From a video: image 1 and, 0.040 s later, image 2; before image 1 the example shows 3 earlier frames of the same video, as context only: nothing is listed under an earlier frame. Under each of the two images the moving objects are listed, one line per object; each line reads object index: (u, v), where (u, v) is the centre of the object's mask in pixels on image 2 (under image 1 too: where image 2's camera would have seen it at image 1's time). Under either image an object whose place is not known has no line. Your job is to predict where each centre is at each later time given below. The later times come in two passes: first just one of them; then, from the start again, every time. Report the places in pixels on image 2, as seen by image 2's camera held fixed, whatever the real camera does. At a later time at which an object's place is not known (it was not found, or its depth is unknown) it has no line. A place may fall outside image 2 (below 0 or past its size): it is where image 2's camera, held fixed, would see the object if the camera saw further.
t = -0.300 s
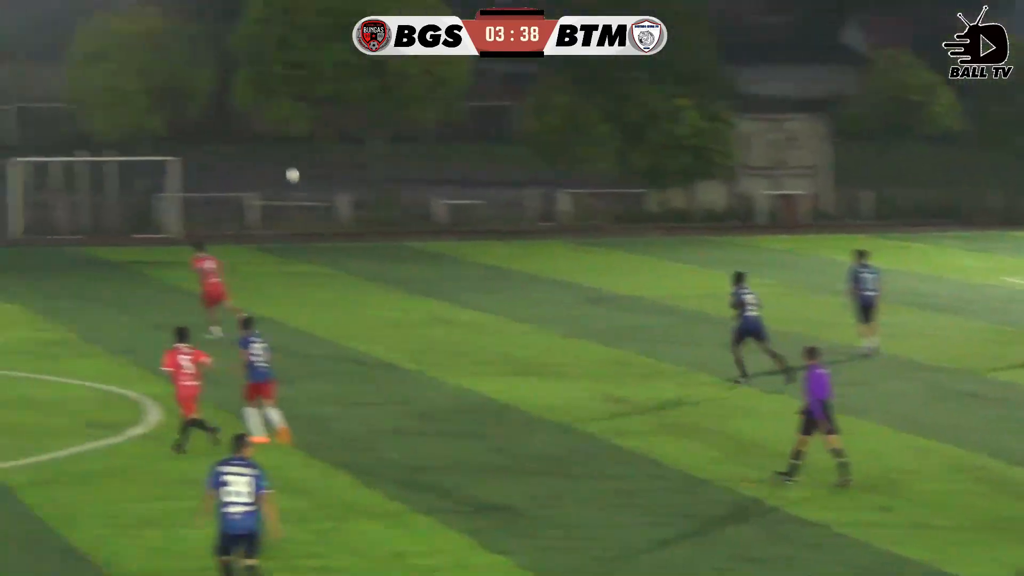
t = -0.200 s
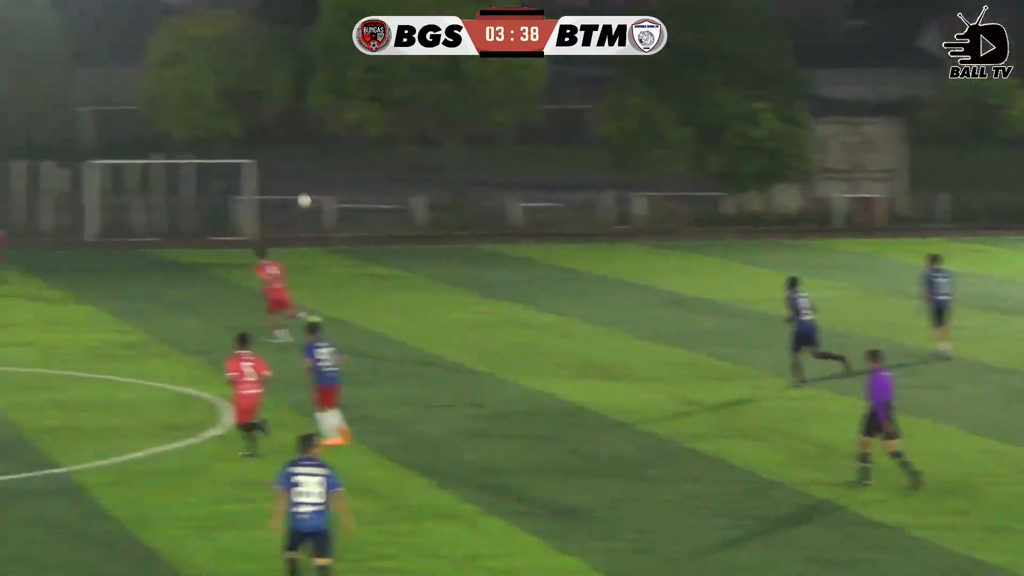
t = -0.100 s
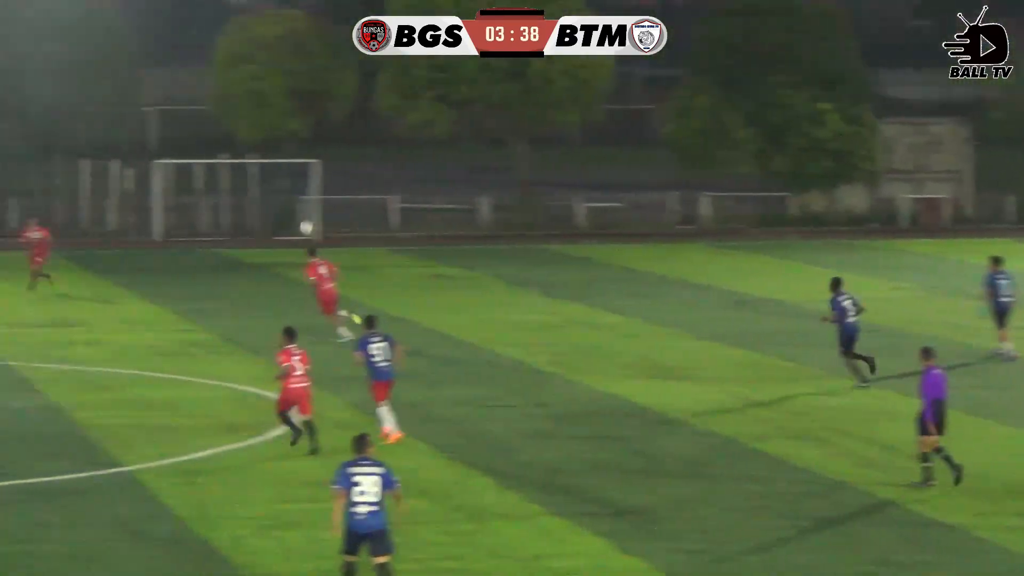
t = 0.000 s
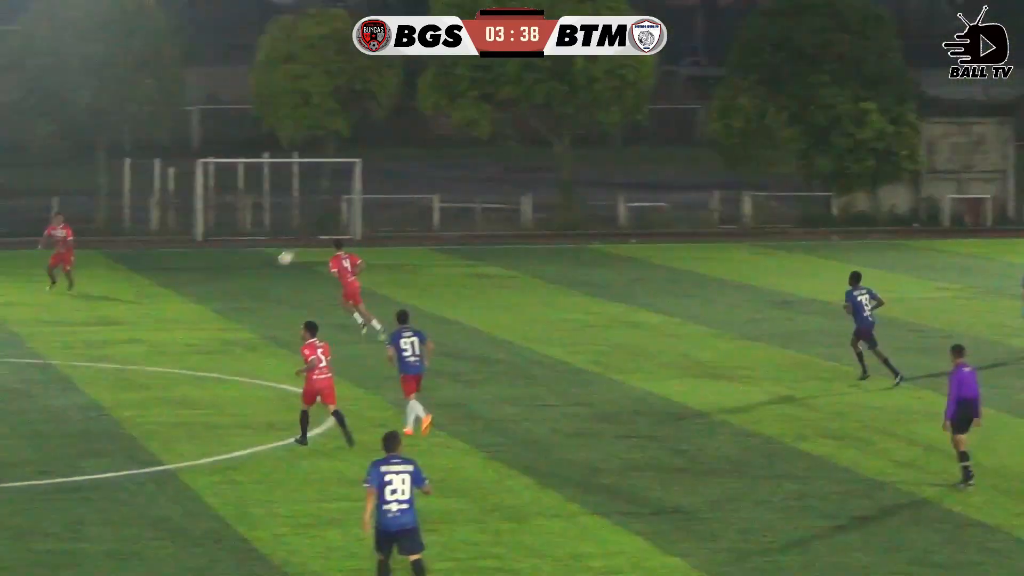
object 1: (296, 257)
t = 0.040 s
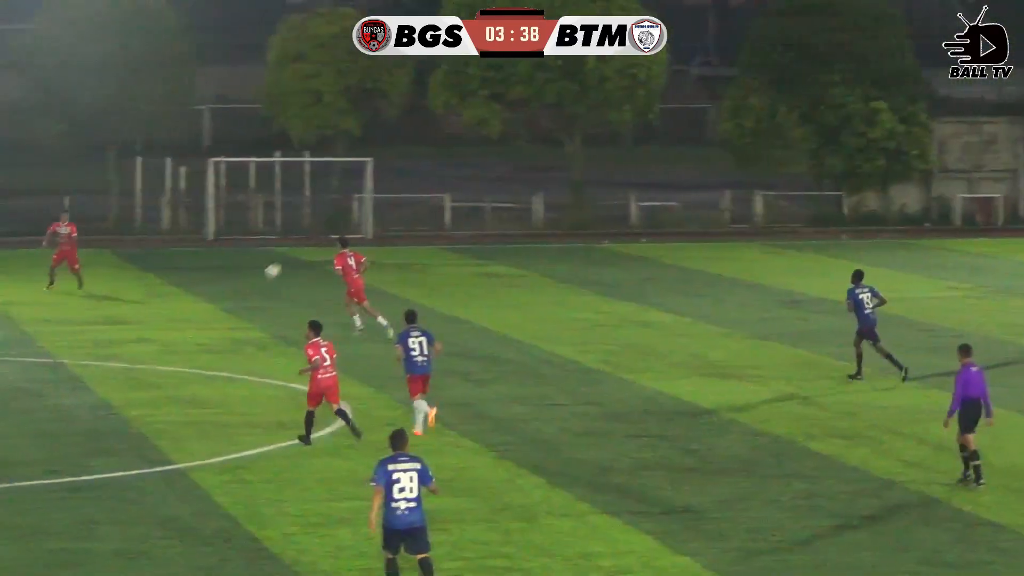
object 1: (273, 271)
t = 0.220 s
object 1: (172, 303)
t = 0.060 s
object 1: (260, 278)
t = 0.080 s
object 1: (249, 285)
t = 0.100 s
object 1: (237, 292)
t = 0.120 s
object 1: (226, 299)
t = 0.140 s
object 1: (213, 306)
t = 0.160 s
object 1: (200, 315)
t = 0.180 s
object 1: (191, 317)
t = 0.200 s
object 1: (182, 310)
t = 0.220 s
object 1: (172, 303)
